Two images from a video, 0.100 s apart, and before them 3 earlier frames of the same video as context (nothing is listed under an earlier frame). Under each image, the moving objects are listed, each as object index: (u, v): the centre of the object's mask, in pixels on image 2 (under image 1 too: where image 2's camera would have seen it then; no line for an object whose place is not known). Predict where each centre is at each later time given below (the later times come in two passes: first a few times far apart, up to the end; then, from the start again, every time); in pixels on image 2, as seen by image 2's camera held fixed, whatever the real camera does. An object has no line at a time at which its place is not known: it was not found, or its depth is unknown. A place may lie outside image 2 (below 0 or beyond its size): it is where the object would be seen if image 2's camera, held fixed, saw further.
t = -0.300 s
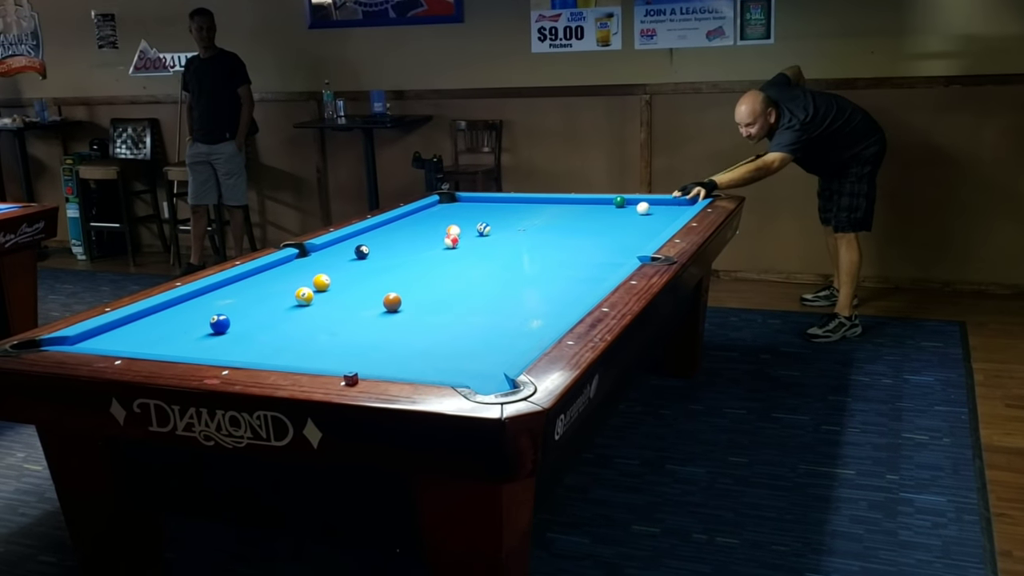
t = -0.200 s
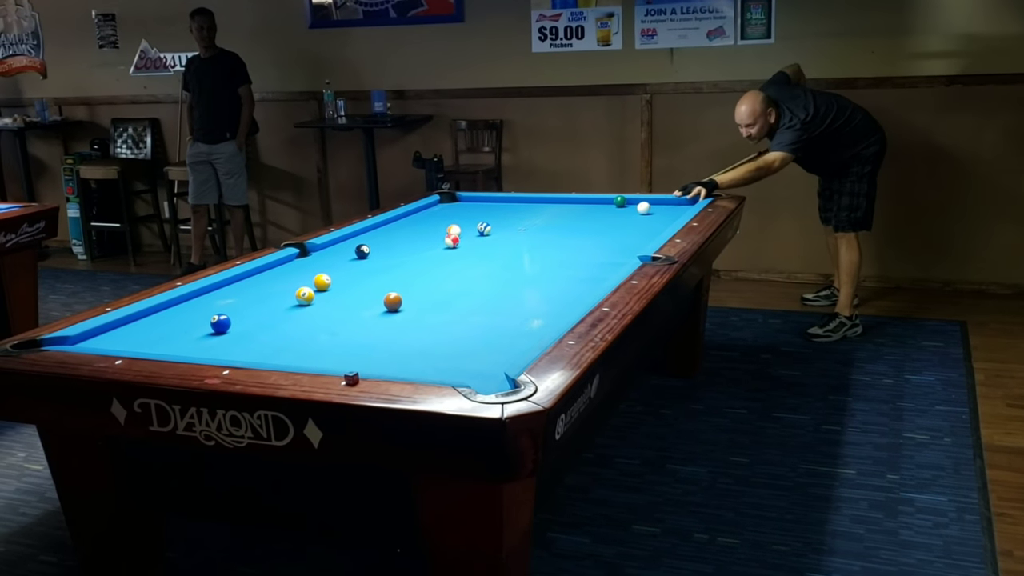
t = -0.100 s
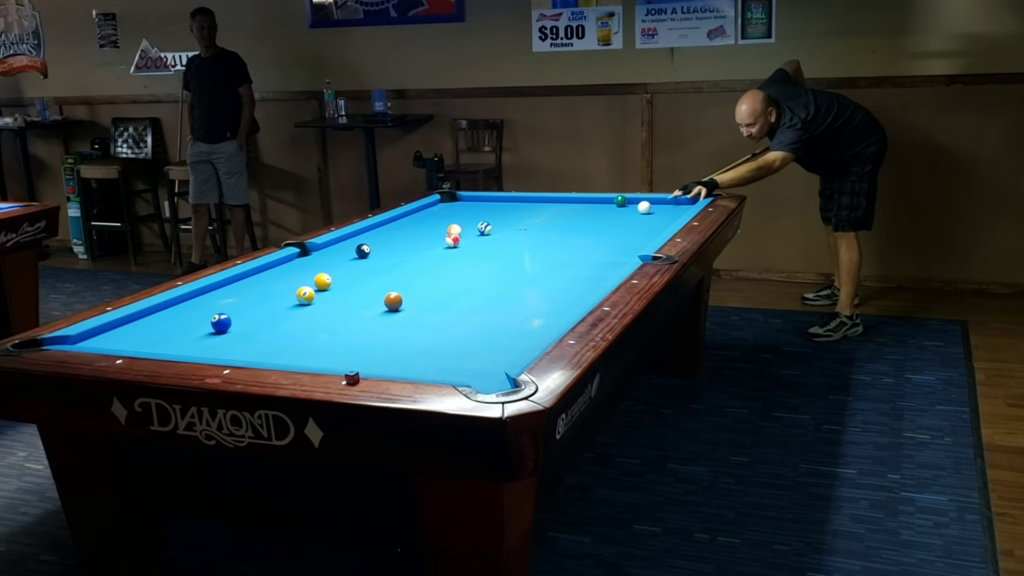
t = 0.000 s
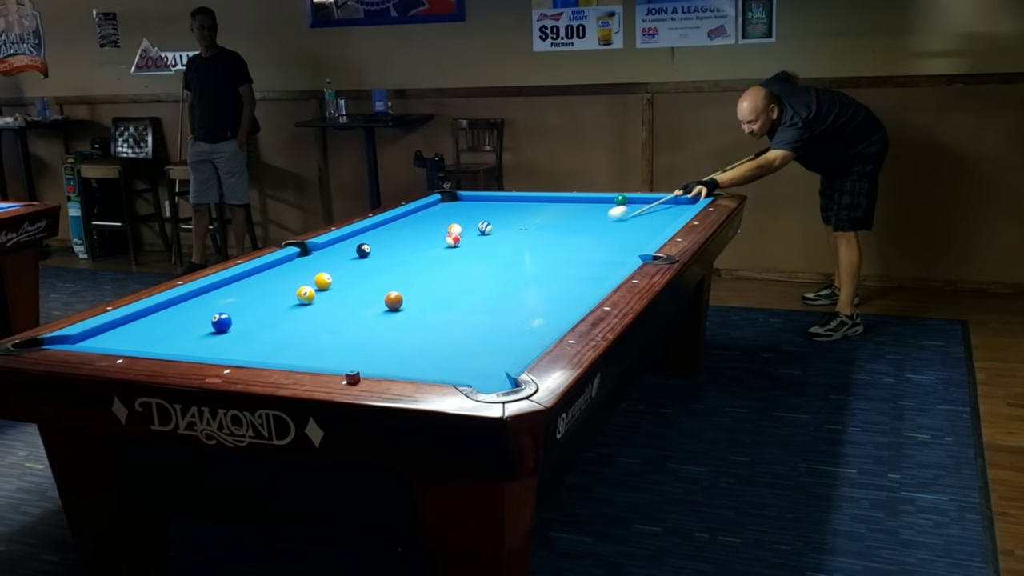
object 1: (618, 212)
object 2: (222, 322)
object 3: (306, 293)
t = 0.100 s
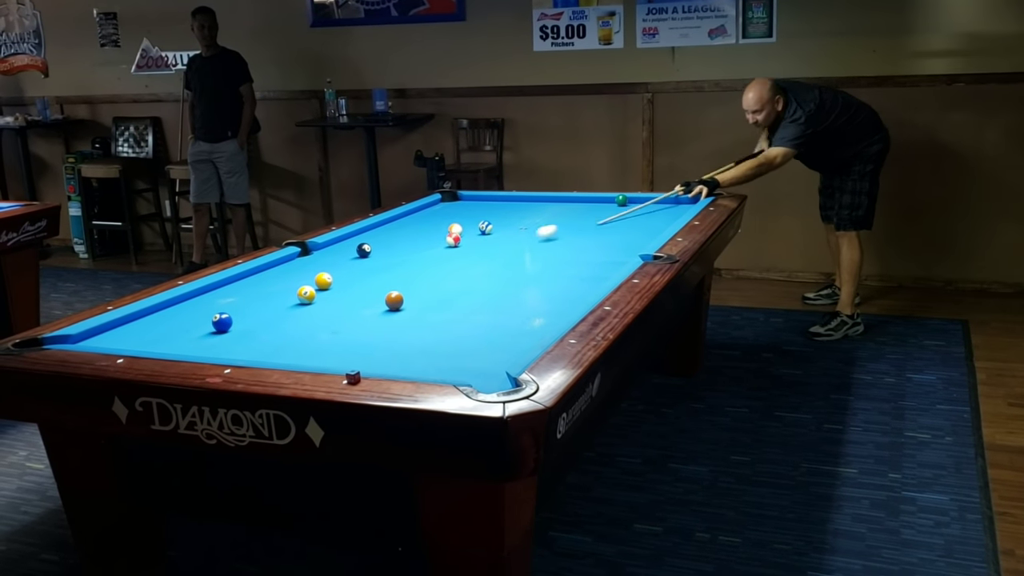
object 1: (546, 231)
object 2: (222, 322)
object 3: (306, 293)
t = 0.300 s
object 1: (381, 275)
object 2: (222, 322)
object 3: (306, 294)
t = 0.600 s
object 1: (344, 303)
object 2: (222, 322)
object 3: (84, 339)
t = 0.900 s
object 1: (371, 317)
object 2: (230, 319)
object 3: (214, 327)
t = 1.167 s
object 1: (397, 330)
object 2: (270, 306)
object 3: (280, 326)
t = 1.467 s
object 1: (427, 345)
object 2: (309, 292)
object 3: (355, 326)
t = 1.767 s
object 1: (460, 361)
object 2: (343, 281)
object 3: (427, 326)
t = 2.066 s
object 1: (495, 378)
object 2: (377, 272)
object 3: (497, 326)
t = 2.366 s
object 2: (406, 265)
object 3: (540, 323)
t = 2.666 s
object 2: (433, 257)
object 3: (521, 312)
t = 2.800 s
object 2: (444, 254)
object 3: (512, 308)
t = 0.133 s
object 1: (521, 238)
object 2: (222, 322)
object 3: (306, 293)
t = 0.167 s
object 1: (496, 244)
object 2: (222, 322)
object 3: (306, 293)
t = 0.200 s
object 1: (469, 251)
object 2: (222, 322)
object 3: (306, 293)
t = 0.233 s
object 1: (440, 259)
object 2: (222, 322)
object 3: (306, 294)
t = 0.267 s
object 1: (411, 267)
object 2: (222, 322)
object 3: (306, 293)
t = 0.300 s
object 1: (381, 275)
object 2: (222, 322)
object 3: (306, 294)
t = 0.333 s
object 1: (350, 283)
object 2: (222, 322)
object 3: (306, 294)
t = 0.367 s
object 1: (324, 292)
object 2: (222, 322)
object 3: (299, 293)
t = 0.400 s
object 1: (327, 294)
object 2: (222, 322)
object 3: (263, 300)
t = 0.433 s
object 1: (330, 295)
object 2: (222, 322)
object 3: (225, 306)
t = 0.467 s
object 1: (333, 297)
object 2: (222, 322)
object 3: (187, 314)
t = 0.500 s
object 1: (335, 299)
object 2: (222, 322)
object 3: (147, 321)
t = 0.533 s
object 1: (339, 300)
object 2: (222, 322)
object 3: (109, 328)
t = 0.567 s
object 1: (342, 301)
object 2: (222, 322)
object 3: (87, 335)
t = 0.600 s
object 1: (344, 303)
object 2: (222, 322)
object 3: (84, 339)
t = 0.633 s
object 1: (347, 304)
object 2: (222, 322)
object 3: (96, 340)
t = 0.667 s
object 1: (350, 306)
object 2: (222, 322)
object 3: (114, 338)
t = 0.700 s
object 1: (353, 308)
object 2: (222, 322)
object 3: (131, 337)
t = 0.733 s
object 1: (356, 309)
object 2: (222, 322)
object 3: (147, 335)
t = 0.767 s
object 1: (359, 310)
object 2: (222, 322)
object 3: (162, 333)
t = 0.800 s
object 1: (362, 312)
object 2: (222, 322)
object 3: (177, 330)
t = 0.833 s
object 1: (365, 314)
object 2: (222, 322)
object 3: (192, 328)
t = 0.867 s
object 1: (368, 315)
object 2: (224, 322)
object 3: (206, 326)
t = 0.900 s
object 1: (371, 317)
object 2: (230, 319)
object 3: (214, 327)
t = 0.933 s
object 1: (374, 318)
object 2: (236, 317)
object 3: (221, 327)
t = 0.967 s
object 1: (377, 320)
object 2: (242, 314)
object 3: (229, 327)
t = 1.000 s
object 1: (380, 322)
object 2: (246, 313)
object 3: (237, 326)
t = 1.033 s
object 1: (384, 323)
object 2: (251, 311)
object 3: (246, 327)
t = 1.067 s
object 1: (387, 325)
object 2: (256, 310)
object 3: (255, 327)
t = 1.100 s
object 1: (390, 326)
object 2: (260, 309)
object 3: (263, 327)
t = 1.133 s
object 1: (393, 328)
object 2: (265, 307)
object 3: (271, 326)
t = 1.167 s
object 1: (397, 330)
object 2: (270, 306)
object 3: (280, 326)
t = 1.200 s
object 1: (400, 331)
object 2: (274, 304)
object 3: (289, 326)
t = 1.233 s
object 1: (403, 333)
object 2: (279, 303)
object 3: (297, 327)
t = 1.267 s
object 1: (407, 335)
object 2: (283, 301)
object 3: (305, 326)
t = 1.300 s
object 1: (410, 336)
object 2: (288, 300)
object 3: (313, 326)
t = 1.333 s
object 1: (413, 338)
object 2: (292, 298)
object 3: (322, 326)
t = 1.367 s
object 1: (417, 340)
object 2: (296, 297)
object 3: (330, 326)
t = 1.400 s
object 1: (420, 342)
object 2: (301, 295)
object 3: (338, 326)
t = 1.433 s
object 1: (424, 343)
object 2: (305, 294)
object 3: (346, 326)
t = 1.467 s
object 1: (427, 345)
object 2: (309, 292)
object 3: (355, 326)
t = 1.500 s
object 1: (431, 347)
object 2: (313, 291)
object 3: (363, 326)
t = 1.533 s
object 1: (435, 349)
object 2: (317, 290)
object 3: (371, 326)
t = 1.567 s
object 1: (439, 351)
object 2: (320, 288)
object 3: (379, 326)
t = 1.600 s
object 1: (442, 352)
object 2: (325, 287)
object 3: (387, 326)
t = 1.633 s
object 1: (446, 354)
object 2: (328, 286)
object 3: (395, 326)
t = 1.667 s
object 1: (449, 356)
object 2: (332, 285)
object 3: (403, 326)
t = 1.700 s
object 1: (453, 357)
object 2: (335, 283)
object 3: (411, 326)
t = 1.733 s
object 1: (456, 359)
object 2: (340, 282)
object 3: (419, 326)
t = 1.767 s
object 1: (460, 361)
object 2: (343, 281)
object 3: (427, 326)
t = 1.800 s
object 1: (464, 363)
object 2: (347, 280)
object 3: (435, 326)
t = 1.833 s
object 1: (468, 365)
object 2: (351, 279)
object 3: (442, 326)
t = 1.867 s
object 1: (472, 367)
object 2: (355, 278)
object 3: (450, 326)
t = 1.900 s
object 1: (475, 369)
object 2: (359, 277)
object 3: (459, 326)
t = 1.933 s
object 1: (479, 370)
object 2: (363, 276)
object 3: (466, 326)
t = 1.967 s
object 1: (483, 373)
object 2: (366, 275)
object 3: (474, 326)
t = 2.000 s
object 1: (487, 374)
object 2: (370, 274)
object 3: (482, 326)
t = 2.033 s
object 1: (491, 376)
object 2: (373, 273)
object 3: (489, 326)
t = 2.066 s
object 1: (495, 378)
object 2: (377, 272)
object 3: (497, 326)
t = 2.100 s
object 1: (497, 379)
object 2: (380, 271)
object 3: (505, 326)
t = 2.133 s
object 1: (498, 382)
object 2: (384, 270)
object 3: (513, 326)
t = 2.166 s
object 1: (498, 385)
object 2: (387, 270)
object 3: (520, 326)
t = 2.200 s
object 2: (390, 269)
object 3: (528, 326)
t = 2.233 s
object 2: (394, 268)
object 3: (536, 326)
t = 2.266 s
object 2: (397, 267)
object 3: (543, 324)
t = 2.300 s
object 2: (400, 266)
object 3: (544, 324)
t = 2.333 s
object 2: (403, 265)
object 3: (542, 323)
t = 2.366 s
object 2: (406, 265)
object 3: (540, 323)
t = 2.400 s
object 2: (409, 264)
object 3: (538, 322)
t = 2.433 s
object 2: (413, 263)
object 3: (535, 320)
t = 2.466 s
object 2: (416, 262)
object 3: (533, 319)
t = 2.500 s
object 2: (419, 261)
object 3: (531, 318)
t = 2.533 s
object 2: (422, 260)
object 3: (529, 317)
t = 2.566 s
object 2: (425, 260)
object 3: (527, 315)
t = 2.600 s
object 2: (427, 259)
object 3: (525, 314)
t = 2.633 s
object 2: (430, 258)
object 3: (522, 313)
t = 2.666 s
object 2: (433, 257)
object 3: (521, 312)
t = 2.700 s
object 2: (436, 256)
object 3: (518, 311)
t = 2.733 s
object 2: (439, 256)
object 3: (516, 310)
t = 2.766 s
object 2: (441, 255)
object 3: (514, 309)
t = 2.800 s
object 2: (444, 254)
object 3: (512, 308)
